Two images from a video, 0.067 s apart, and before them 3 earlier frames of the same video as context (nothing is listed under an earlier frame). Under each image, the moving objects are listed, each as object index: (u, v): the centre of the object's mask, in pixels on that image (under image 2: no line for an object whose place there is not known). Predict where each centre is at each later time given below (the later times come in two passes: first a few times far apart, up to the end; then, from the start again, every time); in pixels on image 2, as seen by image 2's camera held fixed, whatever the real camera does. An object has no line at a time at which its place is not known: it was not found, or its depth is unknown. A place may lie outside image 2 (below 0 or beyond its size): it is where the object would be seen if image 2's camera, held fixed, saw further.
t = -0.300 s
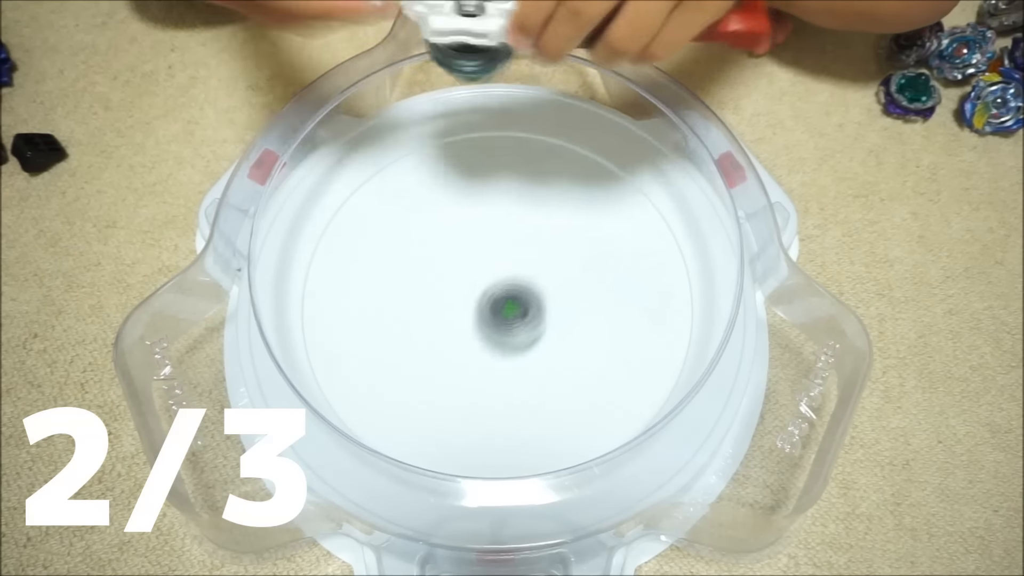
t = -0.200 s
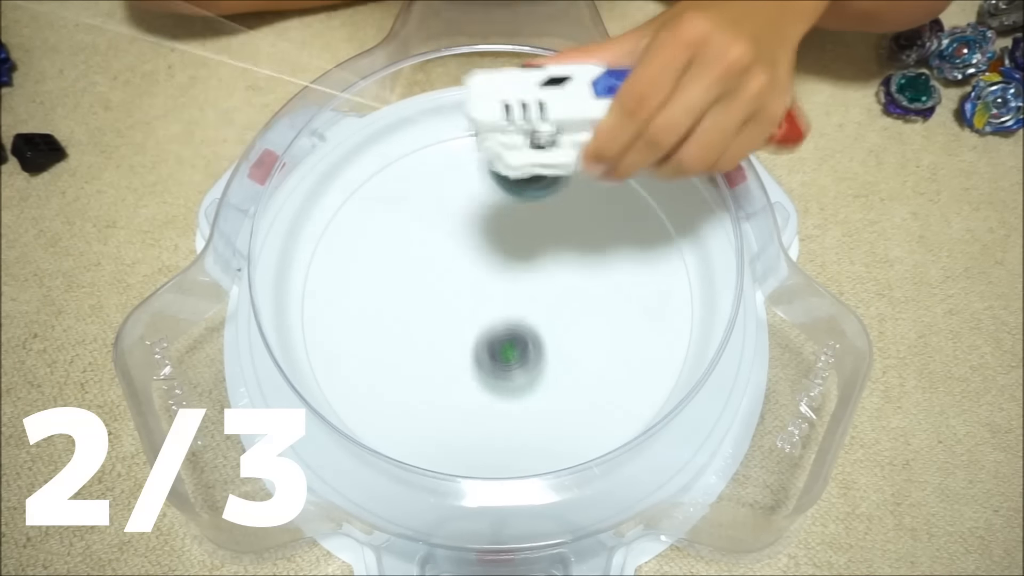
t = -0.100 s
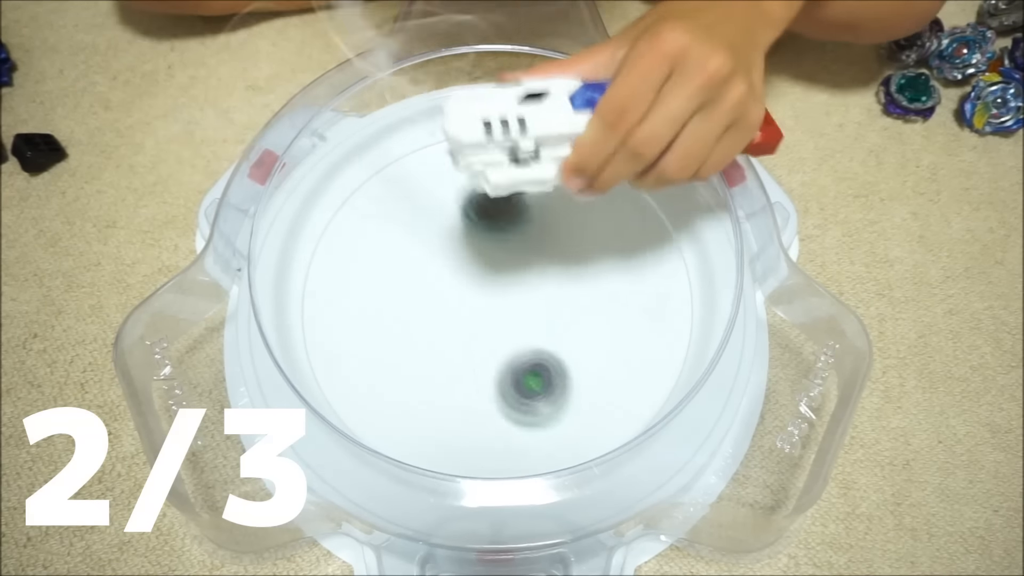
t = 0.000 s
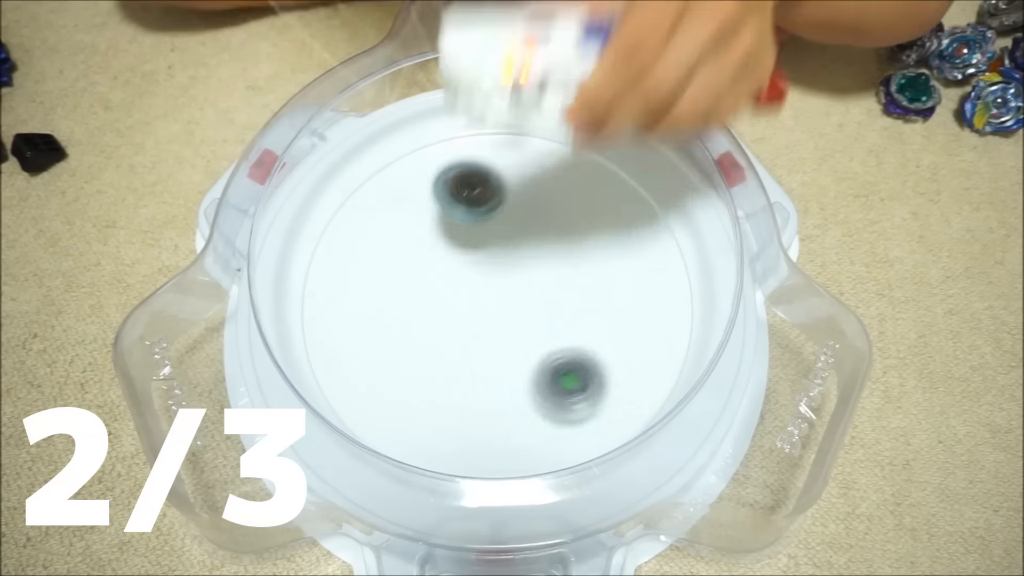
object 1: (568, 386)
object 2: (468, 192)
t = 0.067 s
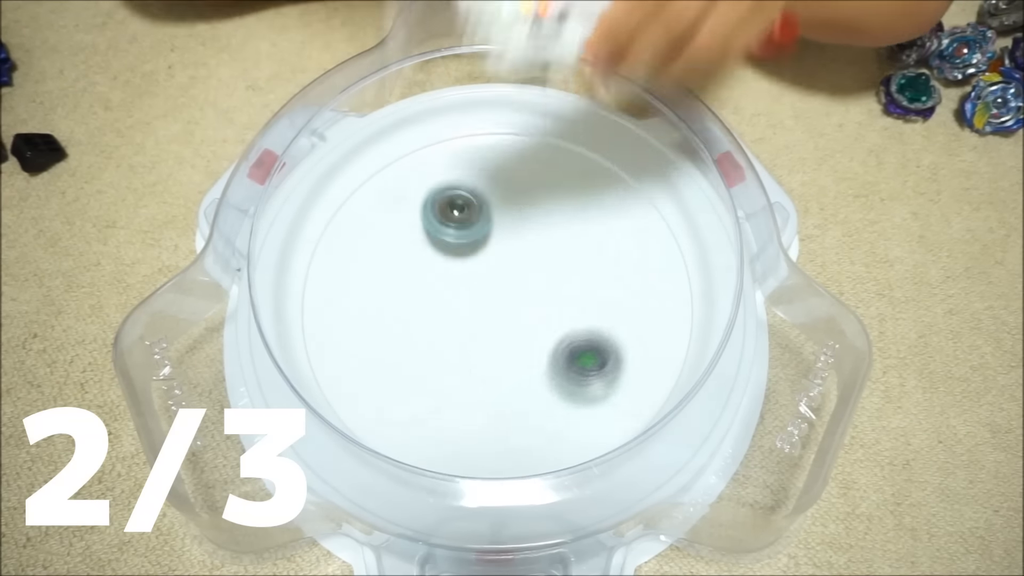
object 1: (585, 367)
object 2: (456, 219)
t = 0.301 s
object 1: (529, 299)
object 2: (456, 261)
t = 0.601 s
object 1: (506, 345)
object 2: (403, 282)
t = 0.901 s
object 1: (501, 342)
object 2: (448, 279)
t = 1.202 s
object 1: (478, 326)
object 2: (471, 204)
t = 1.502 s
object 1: (467, 321)
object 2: (473, 227)
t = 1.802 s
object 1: (477, 297)
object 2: (533, 228)
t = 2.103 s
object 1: (451, 288)
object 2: (558, 221)
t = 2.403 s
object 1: (475, 324)
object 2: (557, 225)
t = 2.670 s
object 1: (485, 307)
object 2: (558, 280)
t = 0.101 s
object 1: (589, 354)
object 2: (454, 219)
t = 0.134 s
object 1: (587, 341)
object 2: (453, 224)
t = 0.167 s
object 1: (581, 328)
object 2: (452, 230)
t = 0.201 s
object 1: (572, 318)
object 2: (452, 236)
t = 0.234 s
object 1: (559, 309)
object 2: (452, 244)
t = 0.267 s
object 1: (545, 302)
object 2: (454, 252)
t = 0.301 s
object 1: (529, 299)
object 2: (456, 261)
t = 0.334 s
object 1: (525, 303)
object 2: (445, 263)
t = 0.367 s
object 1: (525, 311)
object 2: (430, 260)
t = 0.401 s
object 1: (522, 317)
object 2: (421, 260)
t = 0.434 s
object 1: (518, 323)
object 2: (414, 263)
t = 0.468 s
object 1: (512, 329)
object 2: (409, 267)
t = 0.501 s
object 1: (507, 336)
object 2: (406, 271)
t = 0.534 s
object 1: (505, 341)
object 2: (405, 276)
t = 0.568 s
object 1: (504, 343)
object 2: (403, 279)
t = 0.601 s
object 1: (506, 345)
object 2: (403, 282)
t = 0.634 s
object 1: (508, 349)
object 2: (403, 284)
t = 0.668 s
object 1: (507, 353)
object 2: (405, 285)
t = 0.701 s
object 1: (506, 355)
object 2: (408, 287)
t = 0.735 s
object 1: (506, 356)
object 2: (411, 289)
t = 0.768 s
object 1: (506, 355)
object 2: (416, 289)
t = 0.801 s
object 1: (506, 352)
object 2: (424, 288)
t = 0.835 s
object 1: (505, 349)
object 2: (431, 287)
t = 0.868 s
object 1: (504, 345)
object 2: (439, 284)
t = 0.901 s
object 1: (501, 342)
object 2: (448, 279)
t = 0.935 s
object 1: (500, 339)
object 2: (457, 272)
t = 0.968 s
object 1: (499, 336)
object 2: (464, 264)
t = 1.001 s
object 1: (498, 335)
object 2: (471, 254)
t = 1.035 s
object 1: (493, 333)
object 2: (476, 245)
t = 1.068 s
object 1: (487, 331)
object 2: (479, 236)
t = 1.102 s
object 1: (483, 329)
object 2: (480, 225)
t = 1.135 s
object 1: (480, 328)
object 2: (479, 216)
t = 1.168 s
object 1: (478, 326)
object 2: (476, 209)
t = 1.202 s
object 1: (478, 326)
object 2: (471, 204)
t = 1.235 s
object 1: (479, 326)
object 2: (466, 202)
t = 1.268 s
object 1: (480, 326)
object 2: (463, 202)
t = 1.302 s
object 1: (481, 326)
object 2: (462, 204)
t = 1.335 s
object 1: (481, 327)
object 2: (461, 207)
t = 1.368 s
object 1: (479, 325)
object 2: (462, 211)
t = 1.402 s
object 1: (475, 323)
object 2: (463, 215)
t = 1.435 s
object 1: (471, 321)
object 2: (466, 219)
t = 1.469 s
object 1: (468, 321)
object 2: (469, 223)
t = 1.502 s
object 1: (467, 321)
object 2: (473, 227)
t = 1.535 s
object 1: (467, 320)
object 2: (477, 231)
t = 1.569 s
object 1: (468, 319)
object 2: (481, 234)
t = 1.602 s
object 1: (470, 318)
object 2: (485, 237)
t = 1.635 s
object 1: (474, 316)
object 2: (493, 239)
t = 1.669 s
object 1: (476, 314)
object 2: (502, 239)
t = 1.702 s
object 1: (477, 313)
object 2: (512, 238)
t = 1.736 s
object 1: (477, 310)
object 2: (521, 235)
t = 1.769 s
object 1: (477, 304)
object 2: (527, 232)
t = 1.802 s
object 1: (477, 297)
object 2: (533, 228)
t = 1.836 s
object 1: (475, 290)
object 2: (536, 224)
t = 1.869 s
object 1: (472, 284)
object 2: (537, 223)
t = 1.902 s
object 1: (470, 280)
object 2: (537, 223)
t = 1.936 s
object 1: (470, 278)
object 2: (537, 224)
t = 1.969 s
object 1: (471, 277)
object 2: (535, 227)
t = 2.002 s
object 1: (473, 276)
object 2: (534, 230)
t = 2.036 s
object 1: (474, 276)
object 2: (534, 232)
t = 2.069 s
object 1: (461, 282)
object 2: (546, 227)
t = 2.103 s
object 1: (451, 288)
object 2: (558, 221)
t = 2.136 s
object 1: (445, 296)
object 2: (566, 215)
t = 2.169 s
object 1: (444, 305)
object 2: (570, 211)
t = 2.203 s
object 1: (446, 313)
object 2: (571, 209)
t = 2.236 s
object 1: (451, 318)
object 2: (570, 210)
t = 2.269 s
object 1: (457, 321)
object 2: (568, 211)
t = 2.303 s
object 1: (461, 323)
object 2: (565, 214)
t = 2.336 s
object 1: (466, 324)
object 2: (562, 217)
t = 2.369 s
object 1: (471, 325)
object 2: (559, 221)
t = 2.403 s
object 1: (475, 324)
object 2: (557, 225)
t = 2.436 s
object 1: (478, 323)
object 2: (554, 230)
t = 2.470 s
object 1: (480, 320)
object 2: (551, 235)
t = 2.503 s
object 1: (482, 318)
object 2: (548, 240)
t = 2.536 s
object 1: (482, 316)
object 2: (547, 245)
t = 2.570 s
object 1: (483, 313)
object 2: (547, 253)
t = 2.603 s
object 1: (484, 311)
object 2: (549, 262)
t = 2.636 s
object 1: (484, 308)
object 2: (553, 272)
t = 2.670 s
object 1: (485, 307)
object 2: (558, 280)
